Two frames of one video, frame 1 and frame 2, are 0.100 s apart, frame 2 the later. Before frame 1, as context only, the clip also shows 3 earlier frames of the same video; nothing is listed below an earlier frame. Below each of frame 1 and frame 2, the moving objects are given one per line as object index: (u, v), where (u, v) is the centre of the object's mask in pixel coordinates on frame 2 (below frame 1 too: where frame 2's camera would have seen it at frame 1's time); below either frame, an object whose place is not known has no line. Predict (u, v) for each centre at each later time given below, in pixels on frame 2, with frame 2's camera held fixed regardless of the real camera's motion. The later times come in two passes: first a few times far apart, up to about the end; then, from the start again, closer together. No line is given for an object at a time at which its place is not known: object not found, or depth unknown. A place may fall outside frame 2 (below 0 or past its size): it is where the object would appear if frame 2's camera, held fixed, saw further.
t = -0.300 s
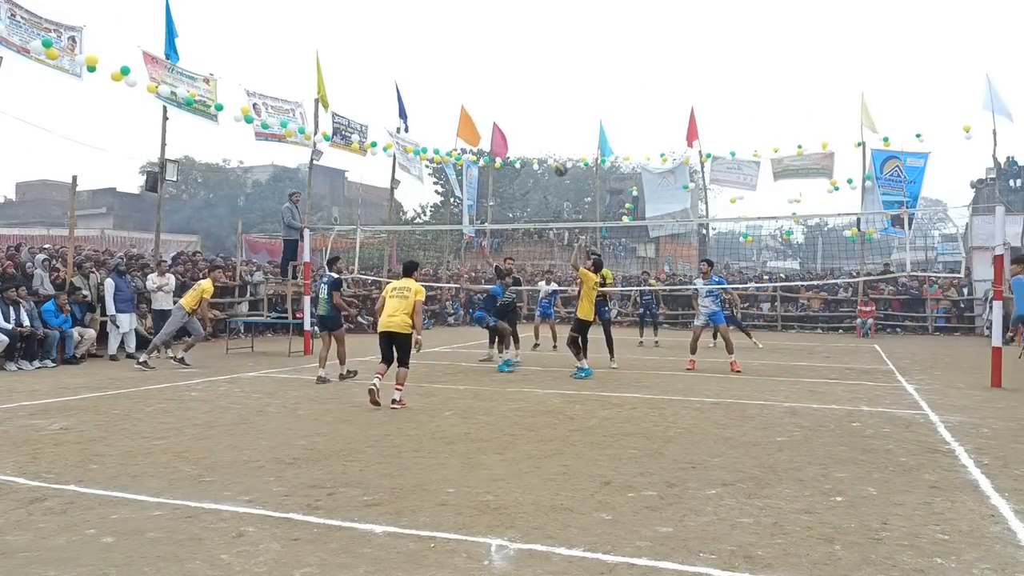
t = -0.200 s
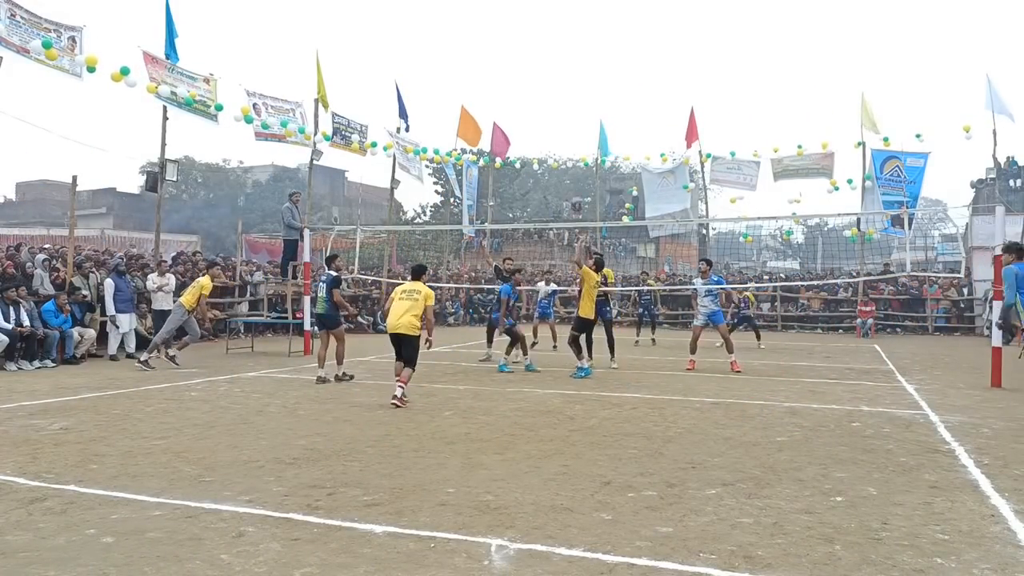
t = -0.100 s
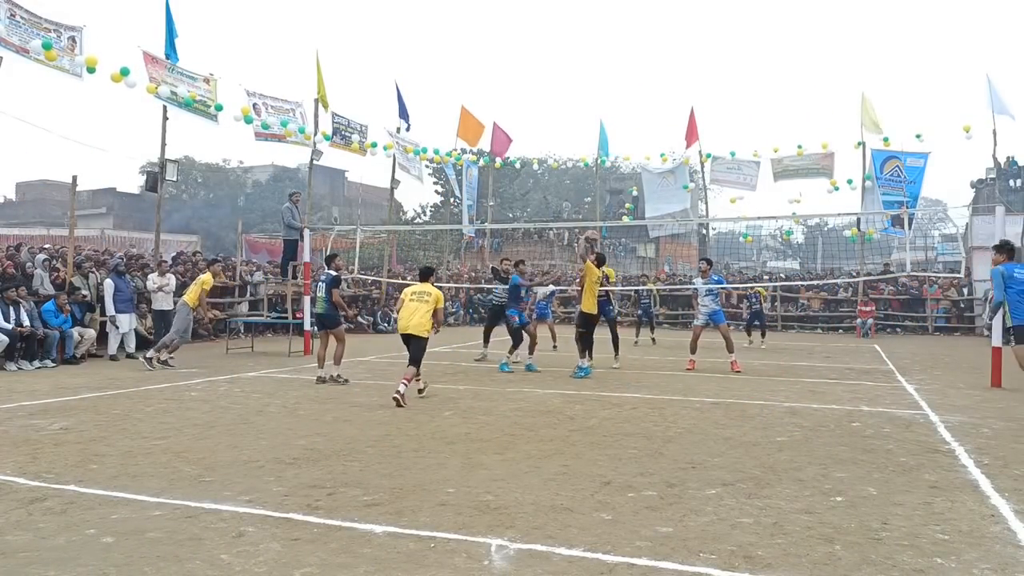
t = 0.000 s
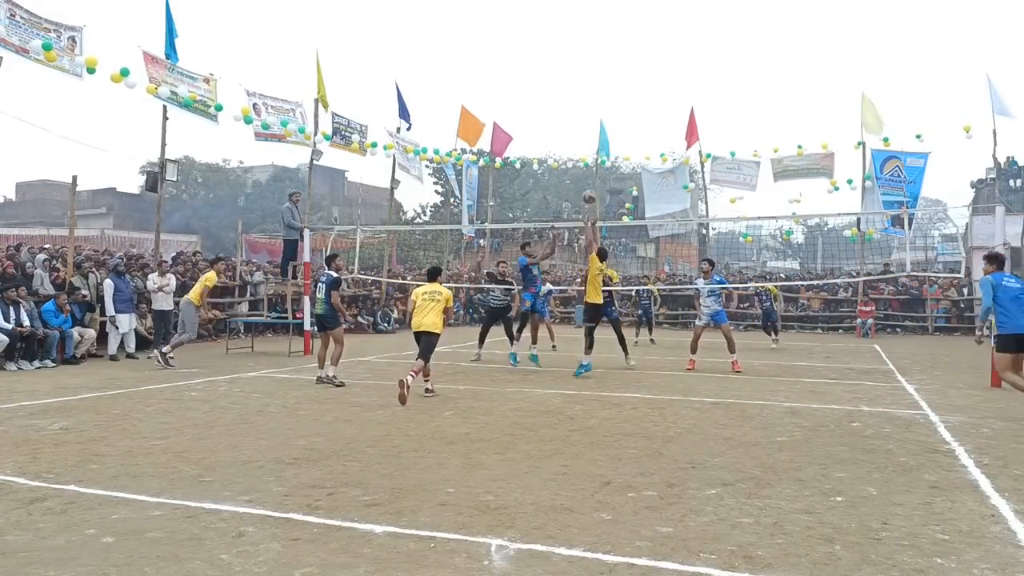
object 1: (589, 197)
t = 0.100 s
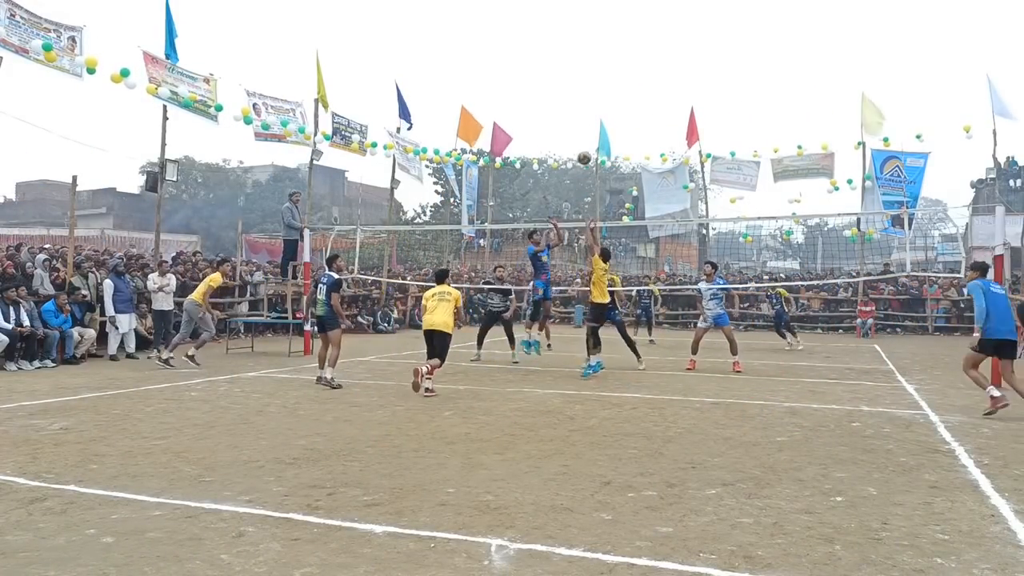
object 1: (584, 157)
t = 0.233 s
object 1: (578, 116)
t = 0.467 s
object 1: (567, 74)
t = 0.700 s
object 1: (556, 69)
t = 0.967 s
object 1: (544, 106)
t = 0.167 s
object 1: (581, 135)
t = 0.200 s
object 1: (579, 125)
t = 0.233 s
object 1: (578, 116)
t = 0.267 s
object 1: (576, 108)
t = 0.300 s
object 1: (574, 100)
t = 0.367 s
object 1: (571, 88)
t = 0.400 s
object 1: (570, 82)
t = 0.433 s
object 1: (568, 78)
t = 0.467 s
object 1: (567, 74)
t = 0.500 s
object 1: (565, 71)
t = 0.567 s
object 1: (562, 68)
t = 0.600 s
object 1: (561, 67)
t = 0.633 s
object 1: (559, 67)
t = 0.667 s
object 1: (558, 68)
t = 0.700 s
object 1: (556, 69)
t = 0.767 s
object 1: (553, 74)
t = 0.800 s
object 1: (552, 78)
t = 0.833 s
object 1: (550, 82)
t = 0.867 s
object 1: (549, 87)
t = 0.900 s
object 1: (547, 92)
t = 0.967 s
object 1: (544, 106)
